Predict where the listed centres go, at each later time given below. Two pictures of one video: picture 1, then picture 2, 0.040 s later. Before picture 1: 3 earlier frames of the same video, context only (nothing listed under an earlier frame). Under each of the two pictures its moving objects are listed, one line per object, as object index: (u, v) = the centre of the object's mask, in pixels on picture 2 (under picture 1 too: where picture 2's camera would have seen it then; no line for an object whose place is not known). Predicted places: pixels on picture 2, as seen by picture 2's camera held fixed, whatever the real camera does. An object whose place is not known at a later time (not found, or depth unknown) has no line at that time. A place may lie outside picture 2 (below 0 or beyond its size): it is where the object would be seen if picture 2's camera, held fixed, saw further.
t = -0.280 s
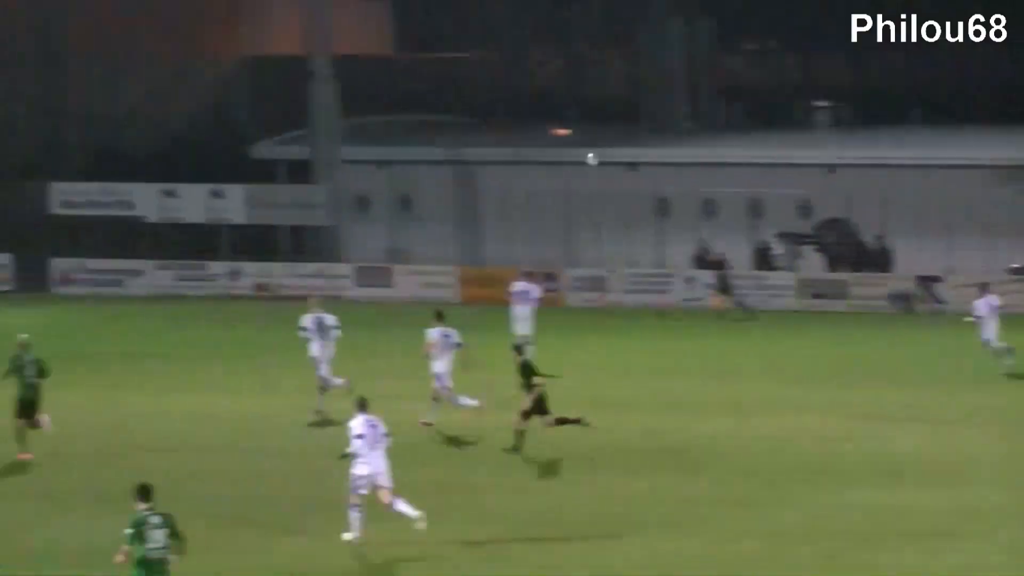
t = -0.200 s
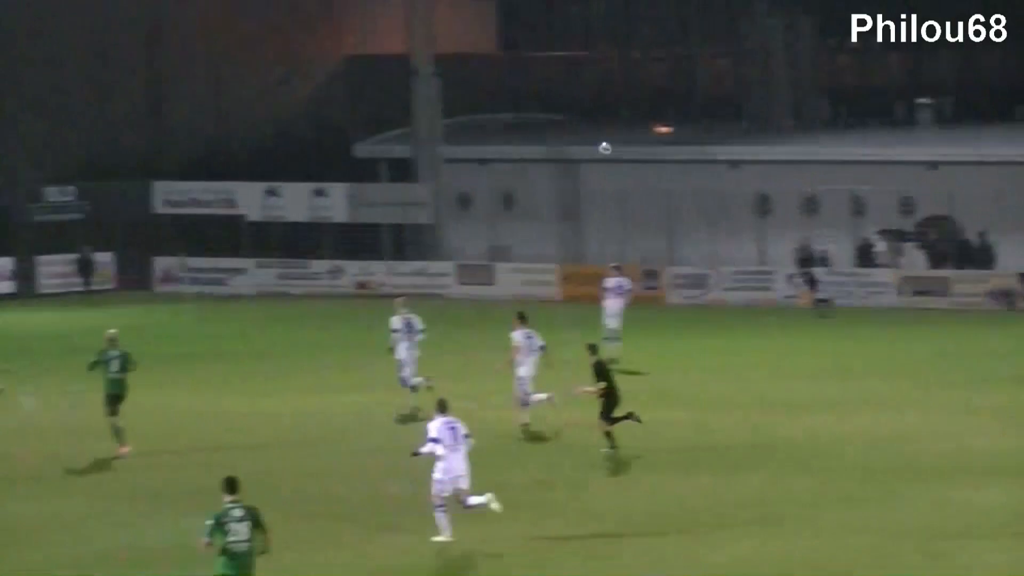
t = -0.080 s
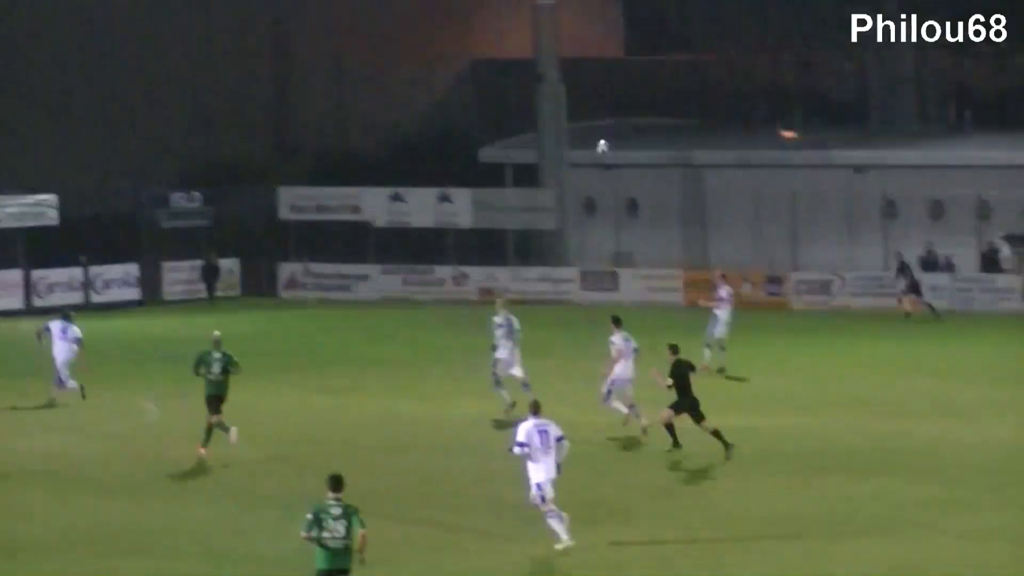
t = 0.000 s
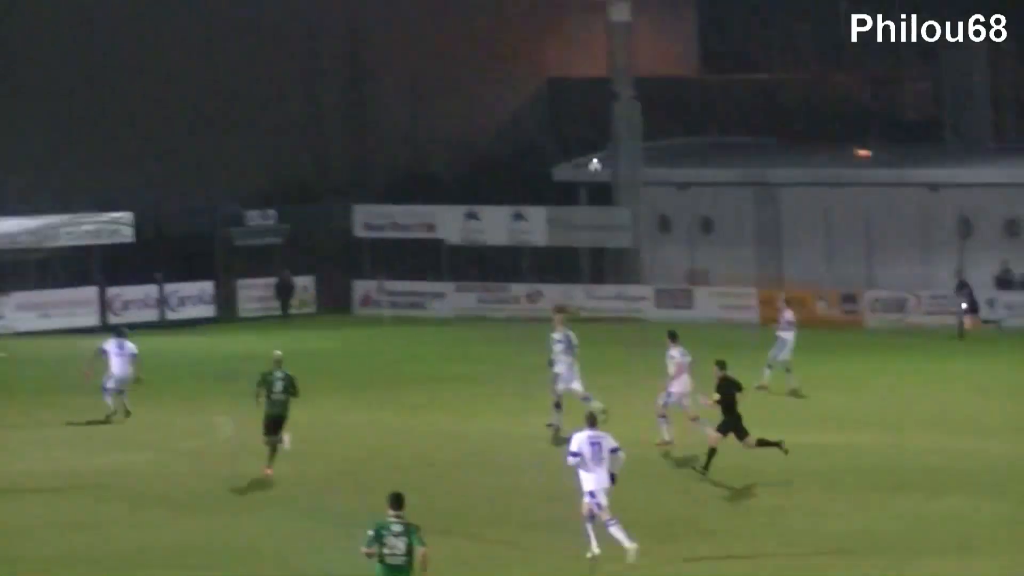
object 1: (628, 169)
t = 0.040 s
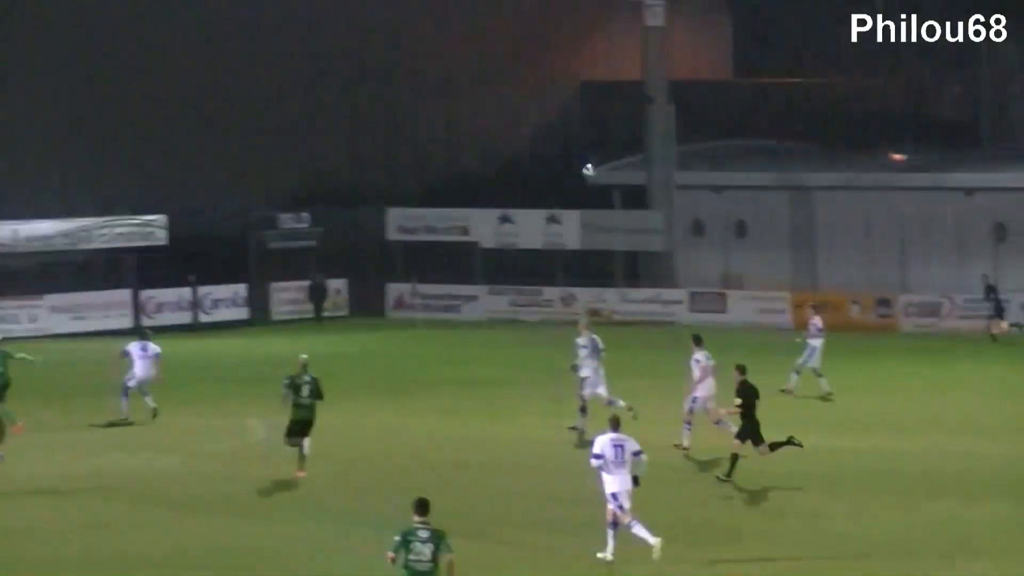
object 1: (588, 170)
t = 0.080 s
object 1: (549, 173)
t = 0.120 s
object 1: (510, 176)
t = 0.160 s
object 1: (473, 180)
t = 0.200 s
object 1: (435, 184)
